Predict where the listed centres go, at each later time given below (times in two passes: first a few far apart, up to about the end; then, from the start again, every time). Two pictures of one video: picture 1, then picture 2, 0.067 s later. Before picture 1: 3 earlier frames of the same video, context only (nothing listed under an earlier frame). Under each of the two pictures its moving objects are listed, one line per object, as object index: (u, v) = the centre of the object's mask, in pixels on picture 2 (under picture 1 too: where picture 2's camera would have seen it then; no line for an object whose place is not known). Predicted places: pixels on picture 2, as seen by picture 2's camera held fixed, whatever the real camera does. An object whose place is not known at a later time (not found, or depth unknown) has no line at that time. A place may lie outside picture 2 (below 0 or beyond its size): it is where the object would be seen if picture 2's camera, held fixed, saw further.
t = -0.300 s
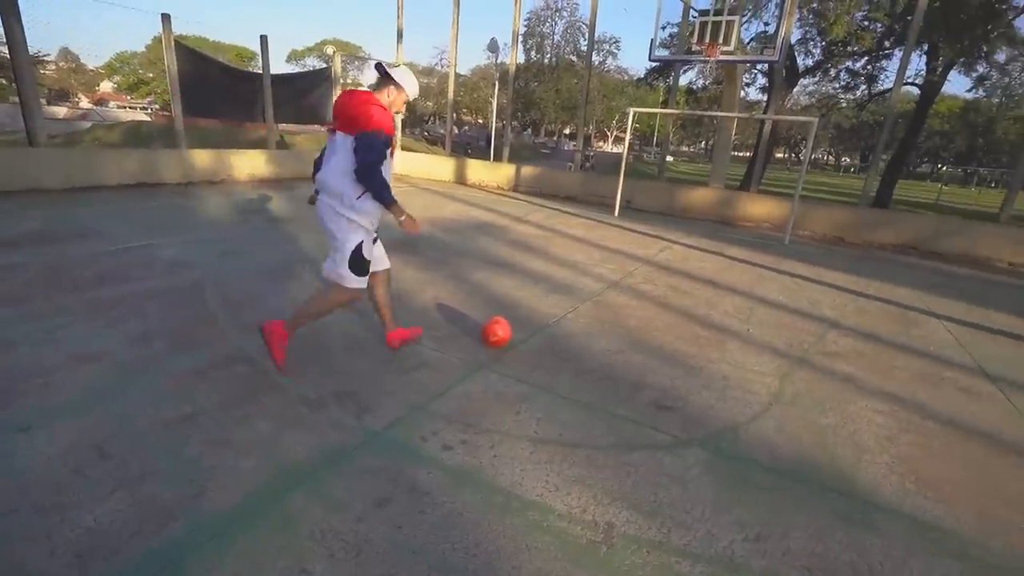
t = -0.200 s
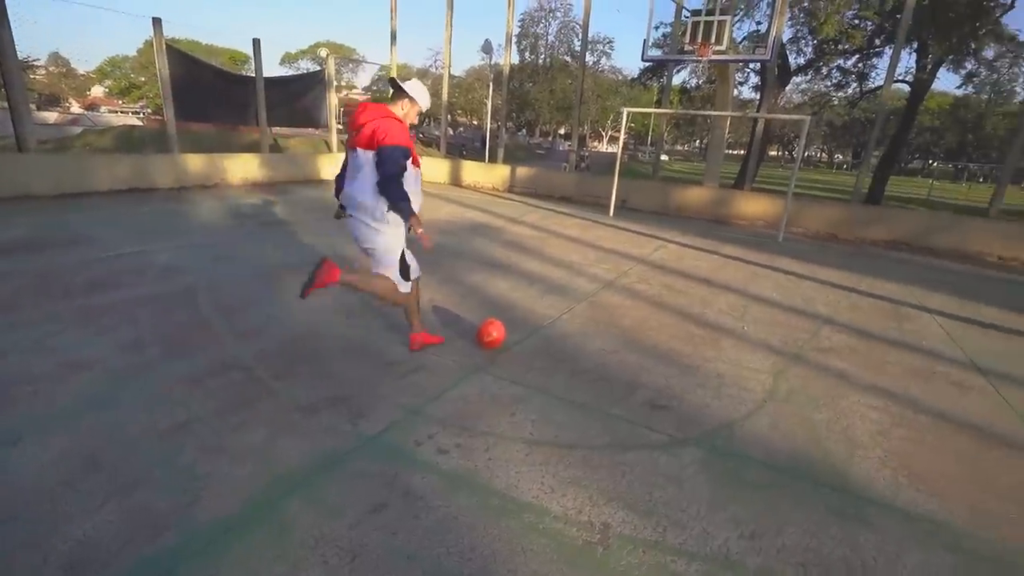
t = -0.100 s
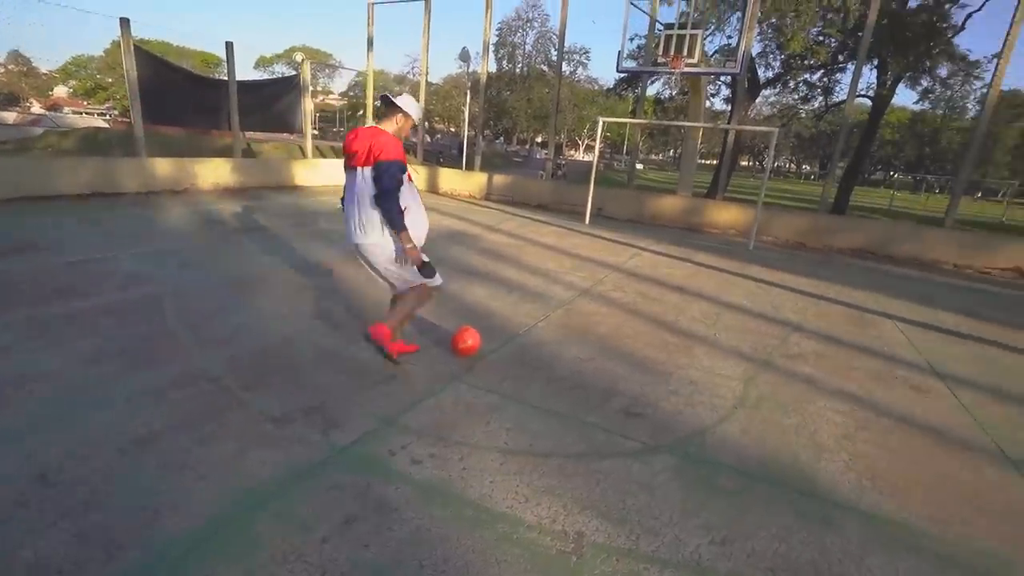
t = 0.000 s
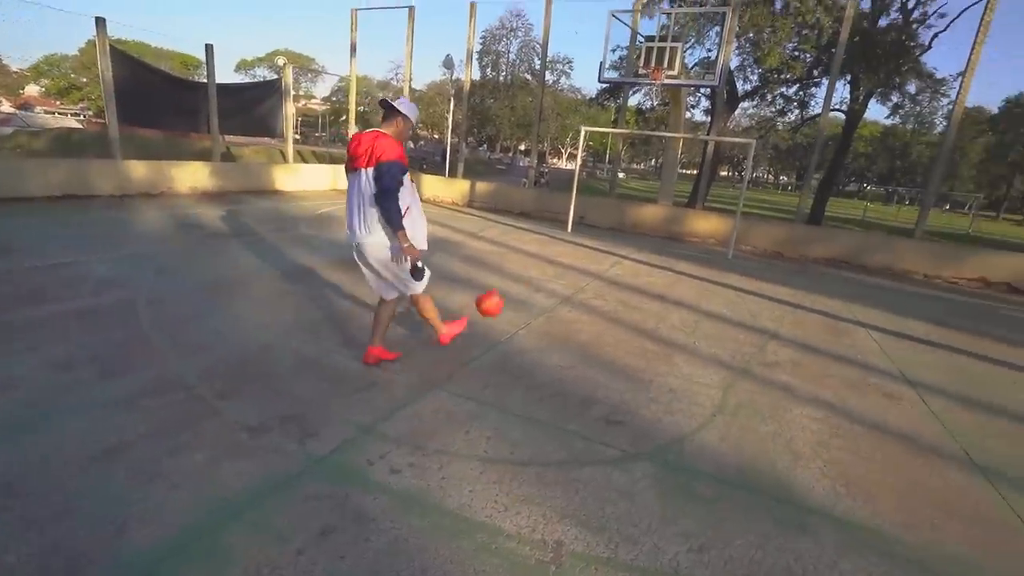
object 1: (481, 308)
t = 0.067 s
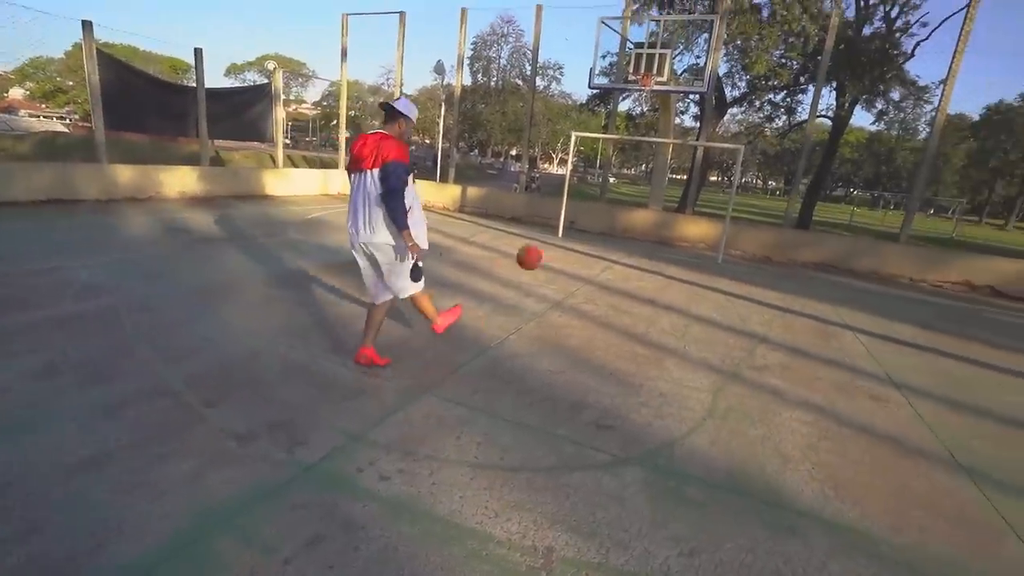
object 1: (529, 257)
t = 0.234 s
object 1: (614, 185)
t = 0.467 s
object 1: (678, 155)
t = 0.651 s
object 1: (706, 160)
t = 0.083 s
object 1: (540, 247)
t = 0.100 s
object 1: (549, 238)
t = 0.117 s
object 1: (560, 229)
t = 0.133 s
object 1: (569, 222)
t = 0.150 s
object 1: (576, 214)
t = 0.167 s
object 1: (585, 207)
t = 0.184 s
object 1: (593, 201)
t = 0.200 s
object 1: (600, 195)
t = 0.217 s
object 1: (606, 190)
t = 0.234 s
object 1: (614, 185)
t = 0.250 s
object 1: (619, 181)
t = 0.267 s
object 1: (625, 176)
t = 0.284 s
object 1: (631, 173)
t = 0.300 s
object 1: (637, 170)
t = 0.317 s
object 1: (641, 167)
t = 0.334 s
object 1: (645, 164)
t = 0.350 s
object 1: (651, 162)
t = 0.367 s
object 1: (655, 160)
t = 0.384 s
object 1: (660, 159)
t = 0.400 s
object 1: (664, 157)
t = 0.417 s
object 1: (668, 156)
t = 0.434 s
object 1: (671, 156)
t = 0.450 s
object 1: (675, 155)
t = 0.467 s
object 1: (678, 155)
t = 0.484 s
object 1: (682, 154)
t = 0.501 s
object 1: (685, 154)
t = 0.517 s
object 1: (687, 153)
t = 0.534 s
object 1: (689, 153)
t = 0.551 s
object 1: (695, 154)
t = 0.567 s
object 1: (695, 155)
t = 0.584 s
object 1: (697, 156)
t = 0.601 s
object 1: (700, 156)
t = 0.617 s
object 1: (703, 157)
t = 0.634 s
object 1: (705, 159)
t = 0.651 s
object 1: (706, 160)
